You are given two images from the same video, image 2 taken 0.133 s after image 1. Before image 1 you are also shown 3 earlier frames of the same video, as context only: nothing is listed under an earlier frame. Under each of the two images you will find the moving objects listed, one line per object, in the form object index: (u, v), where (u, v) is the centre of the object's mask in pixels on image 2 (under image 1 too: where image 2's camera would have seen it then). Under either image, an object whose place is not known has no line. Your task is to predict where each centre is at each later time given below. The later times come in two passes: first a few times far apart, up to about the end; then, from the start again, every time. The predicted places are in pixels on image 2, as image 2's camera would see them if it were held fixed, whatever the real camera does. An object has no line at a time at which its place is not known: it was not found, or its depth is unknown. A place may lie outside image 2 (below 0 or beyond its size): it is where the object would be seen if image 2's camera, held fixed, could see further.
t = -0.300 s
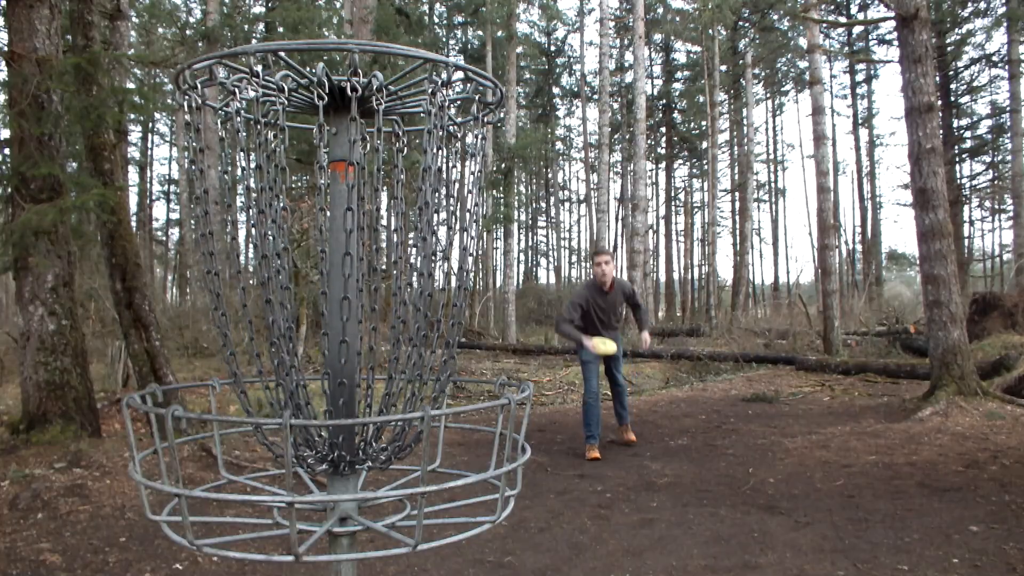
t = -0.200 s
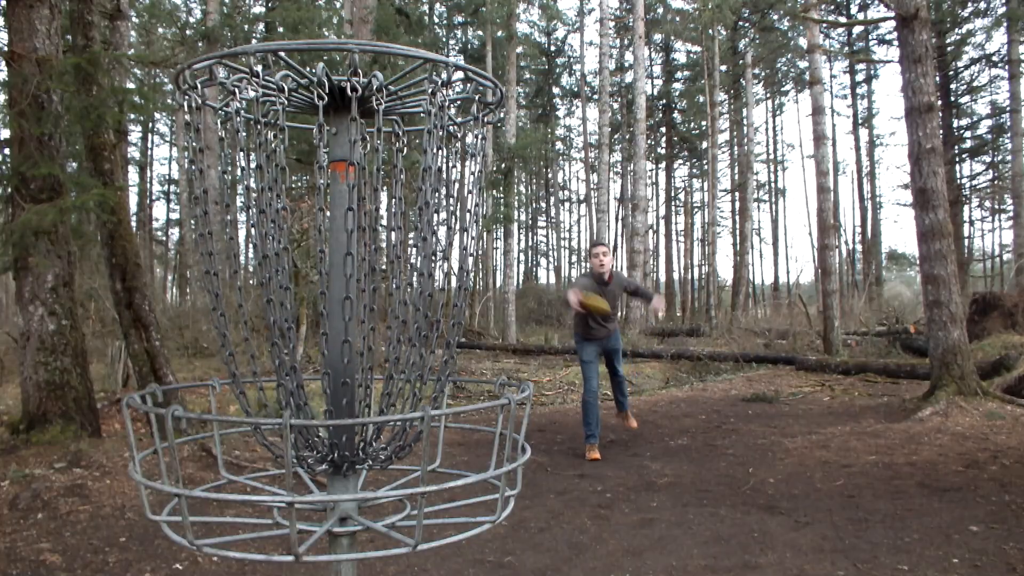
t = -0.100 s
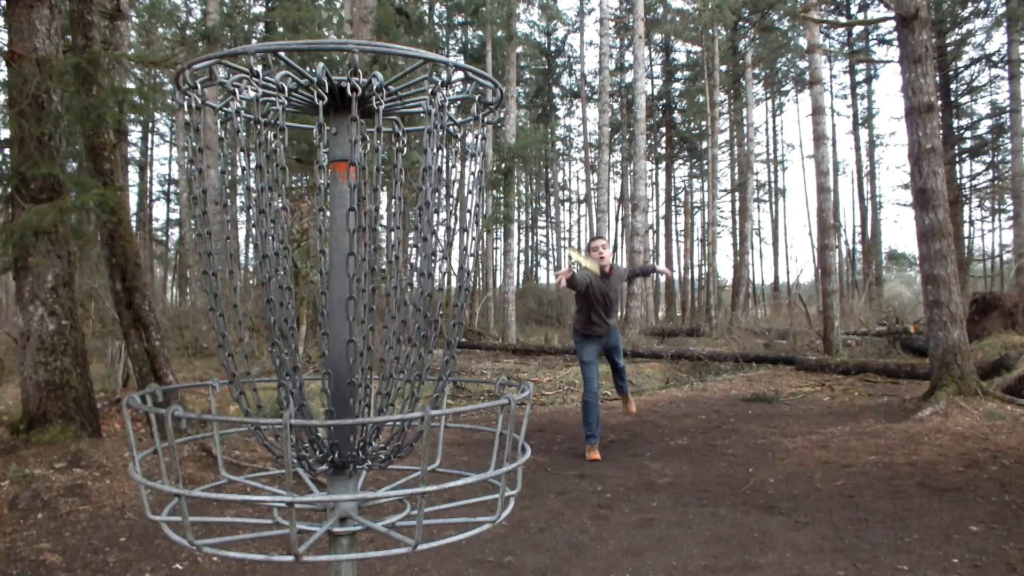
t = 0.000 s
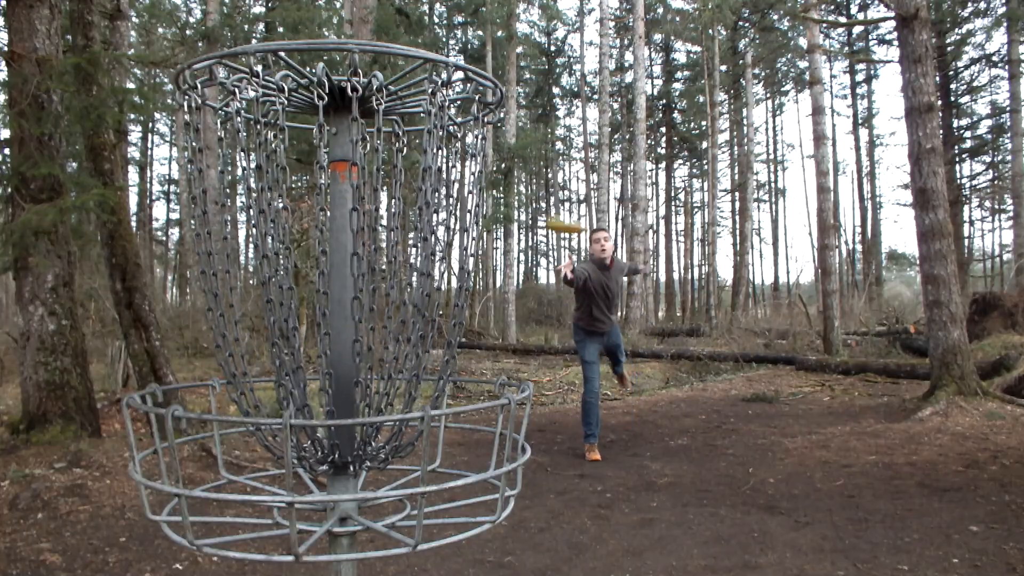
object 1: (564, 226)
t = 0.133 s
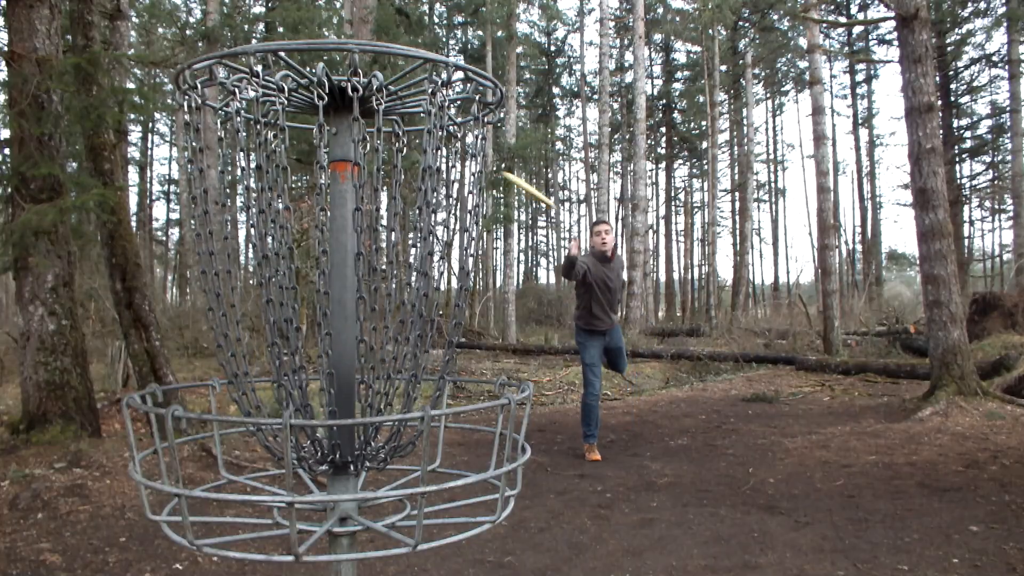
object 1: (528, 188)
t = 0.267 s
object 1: (470, 181)
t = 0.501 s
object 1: (444, 335)
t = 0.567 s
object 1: (439, 366)
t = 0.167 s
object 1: (517, 184)
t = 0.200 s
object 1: (511, 181)
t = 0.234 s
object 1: (493, 179)
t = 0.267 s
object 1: (470, 181)
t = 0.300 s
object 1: (459, 192)
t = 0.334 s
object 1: (451, 207)
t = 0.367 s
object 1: (452, 225)
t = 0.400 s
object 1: (447, 253)
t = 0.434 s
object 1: (444, 277)
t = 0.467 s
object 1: (442, 304)
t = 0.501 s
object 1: (444, 335)
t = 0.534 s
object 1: (441, 348)
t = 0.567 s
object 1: (439, 366)
